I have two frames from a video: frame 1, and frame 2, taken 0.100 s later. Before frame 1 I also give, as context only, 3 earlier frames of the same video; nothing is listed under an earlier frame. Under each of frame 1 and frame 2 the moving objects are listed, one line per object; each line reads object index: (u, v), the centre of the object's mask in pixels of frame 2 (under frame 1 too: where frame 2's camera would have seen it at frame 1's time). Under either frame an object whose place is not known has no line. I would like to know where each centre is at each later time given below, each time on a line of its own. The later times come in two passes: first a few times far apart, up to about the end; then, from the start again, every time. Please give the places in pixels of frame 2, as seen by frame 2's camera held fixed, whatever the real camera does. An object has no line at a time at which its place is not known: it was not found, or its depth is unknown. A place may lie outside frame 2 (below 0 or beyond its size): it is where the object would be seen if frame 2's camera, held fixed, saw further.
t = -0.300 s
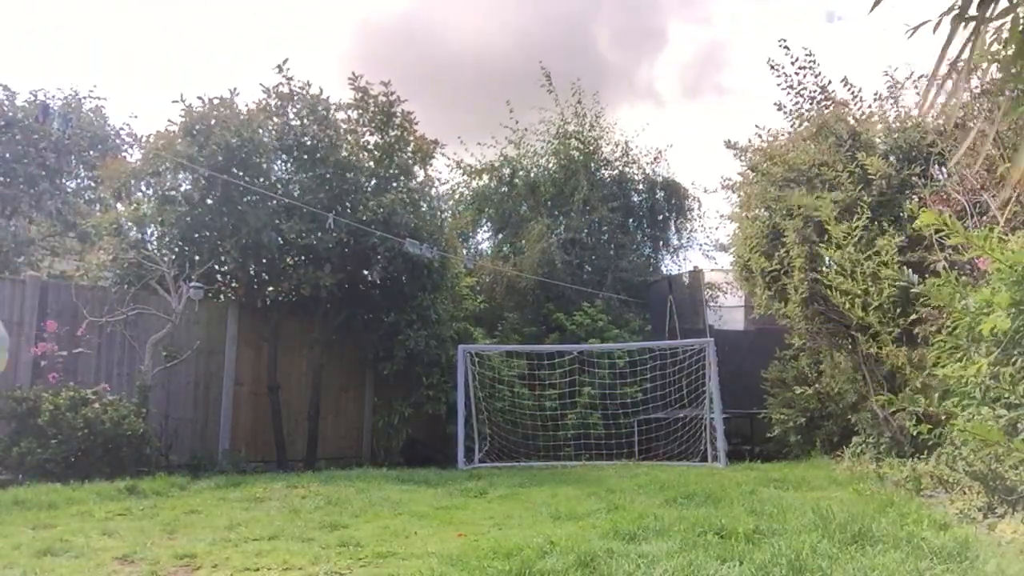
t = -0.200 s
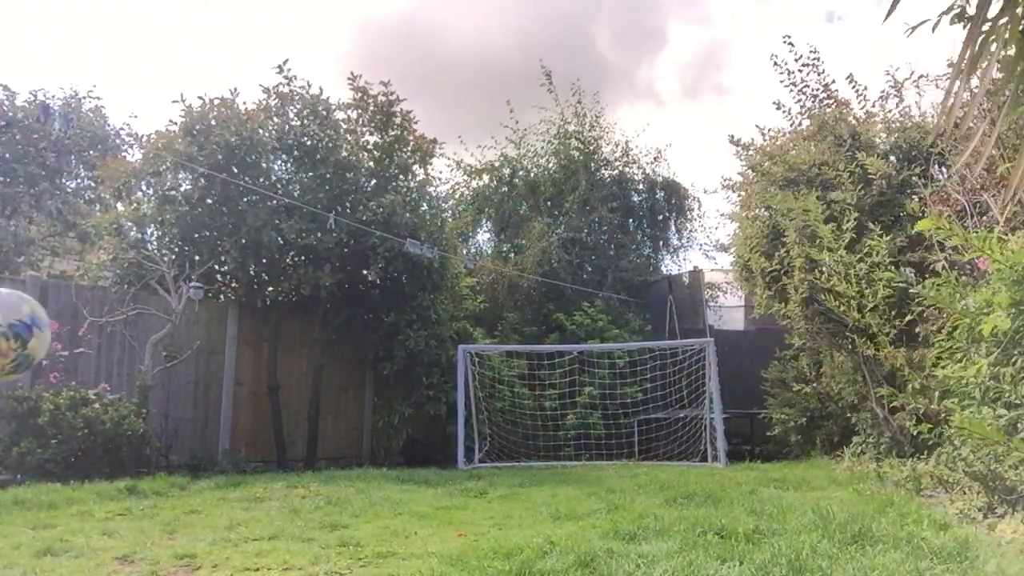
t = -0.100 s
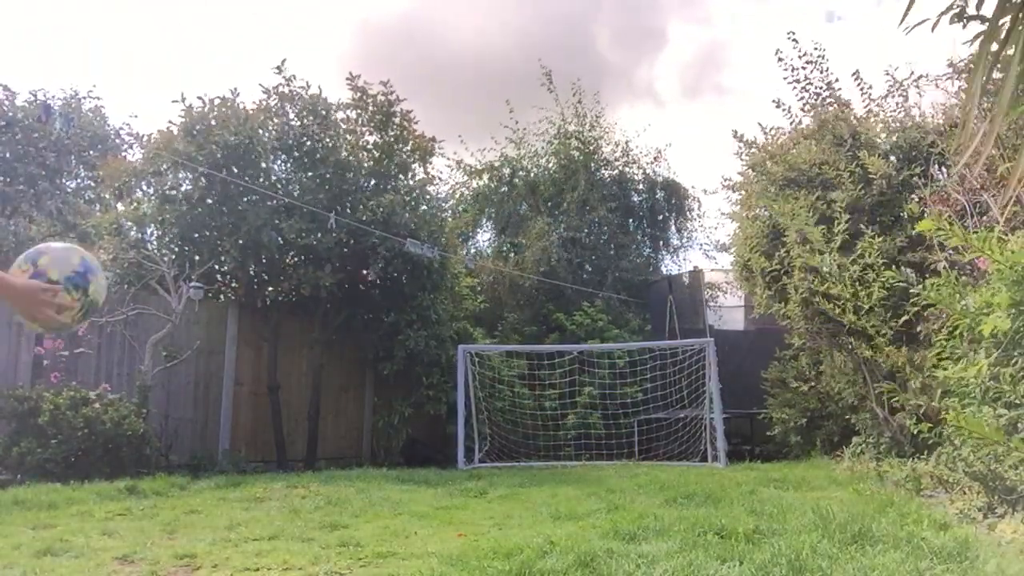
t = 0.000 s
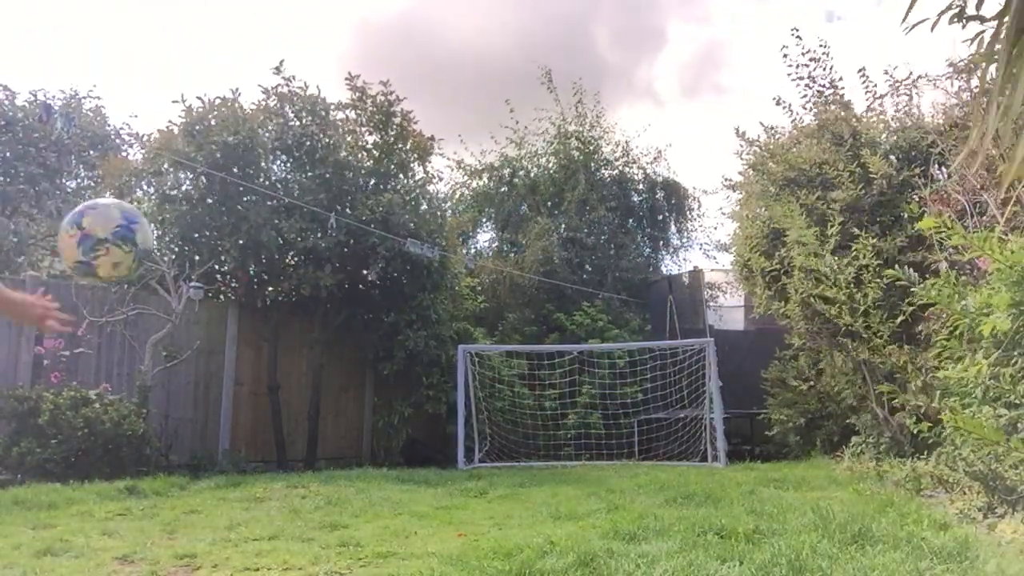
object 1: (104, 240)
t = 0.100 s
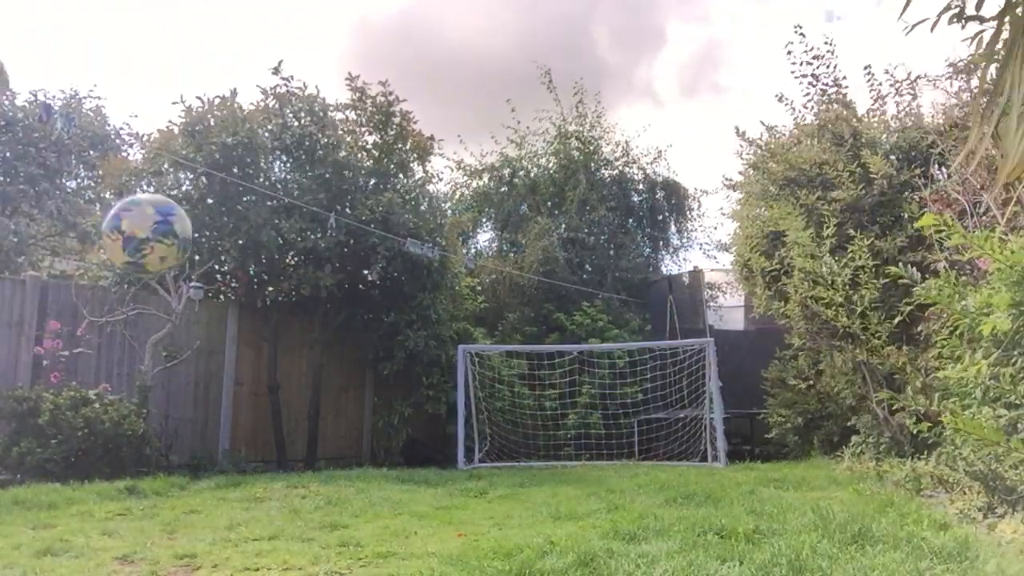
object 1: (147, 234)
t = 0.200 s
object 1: (181, 261)
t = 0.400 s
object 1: (236, 413)
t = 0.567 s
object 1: (266, 535)
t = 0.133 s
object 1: (160, 241)
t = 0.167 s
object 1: (171, 249)
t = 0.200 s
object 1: (181, 261)
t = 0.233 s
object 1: (191, 278)
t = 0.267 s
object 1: (201, 298)
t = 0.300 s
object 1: (210, 321)
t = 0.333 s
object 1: (219, 348)
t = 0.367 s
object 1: (227, 378)
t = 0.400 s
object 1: (236, 413)
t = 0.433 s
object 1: (243, 447)
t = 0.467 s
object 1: (251, 488)
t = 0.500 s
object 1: (258, 533)
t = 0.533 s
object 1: (264, 550)
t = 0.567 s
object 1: (266, 535)
